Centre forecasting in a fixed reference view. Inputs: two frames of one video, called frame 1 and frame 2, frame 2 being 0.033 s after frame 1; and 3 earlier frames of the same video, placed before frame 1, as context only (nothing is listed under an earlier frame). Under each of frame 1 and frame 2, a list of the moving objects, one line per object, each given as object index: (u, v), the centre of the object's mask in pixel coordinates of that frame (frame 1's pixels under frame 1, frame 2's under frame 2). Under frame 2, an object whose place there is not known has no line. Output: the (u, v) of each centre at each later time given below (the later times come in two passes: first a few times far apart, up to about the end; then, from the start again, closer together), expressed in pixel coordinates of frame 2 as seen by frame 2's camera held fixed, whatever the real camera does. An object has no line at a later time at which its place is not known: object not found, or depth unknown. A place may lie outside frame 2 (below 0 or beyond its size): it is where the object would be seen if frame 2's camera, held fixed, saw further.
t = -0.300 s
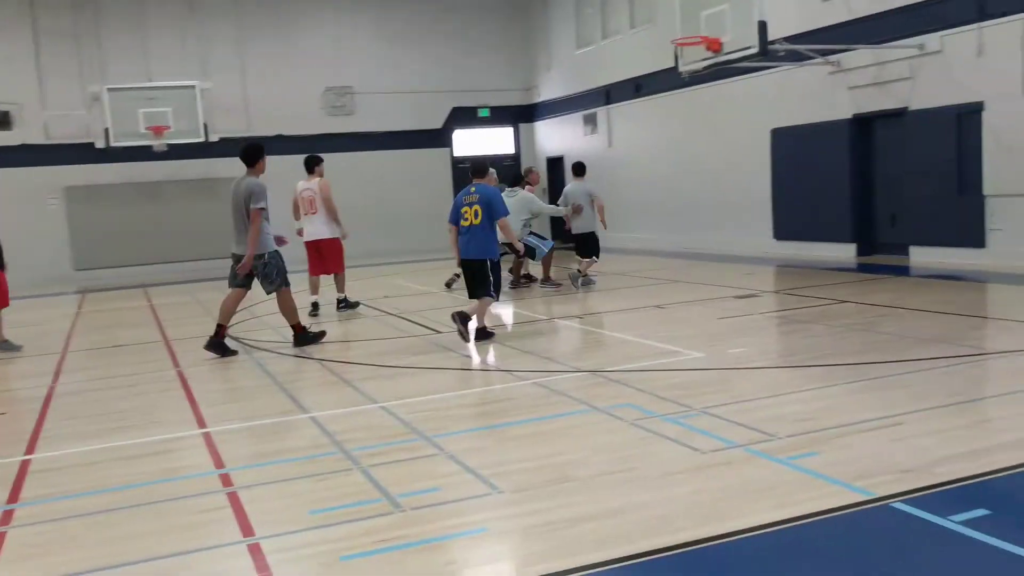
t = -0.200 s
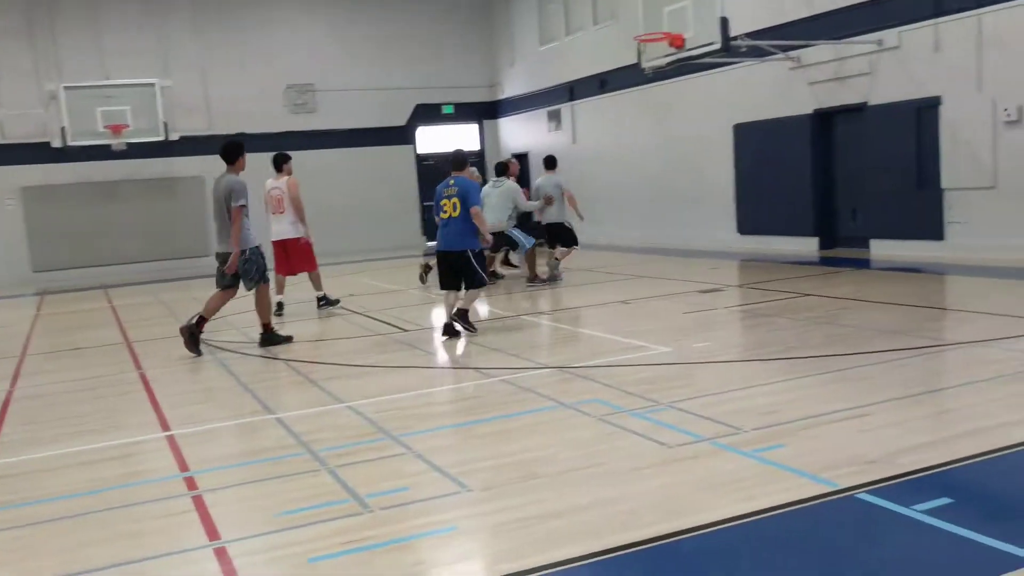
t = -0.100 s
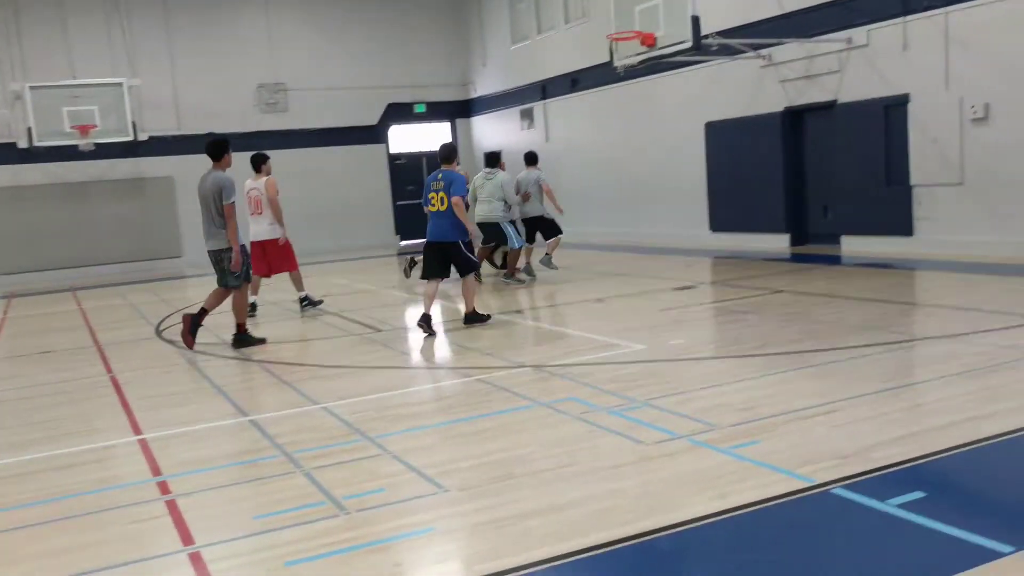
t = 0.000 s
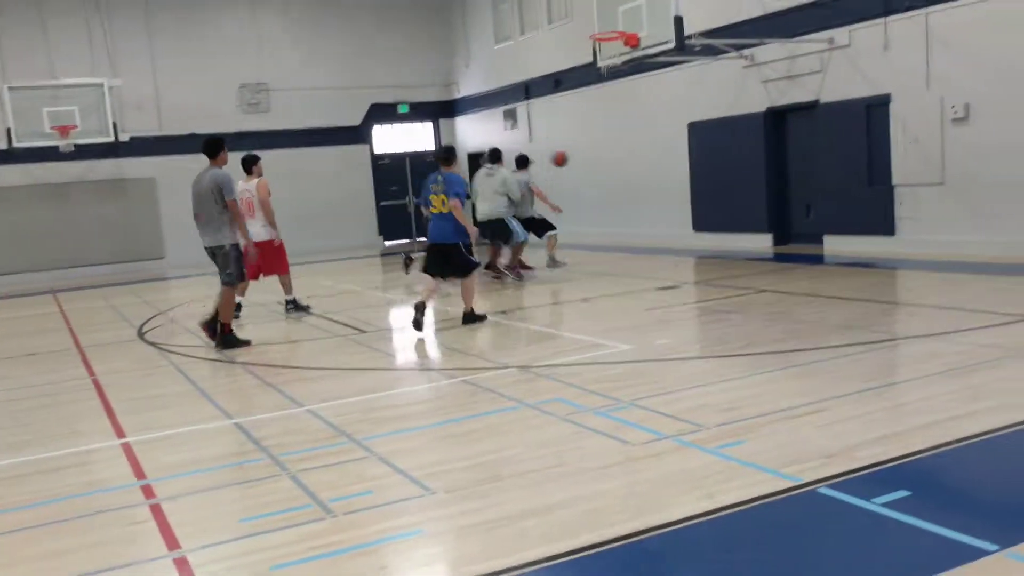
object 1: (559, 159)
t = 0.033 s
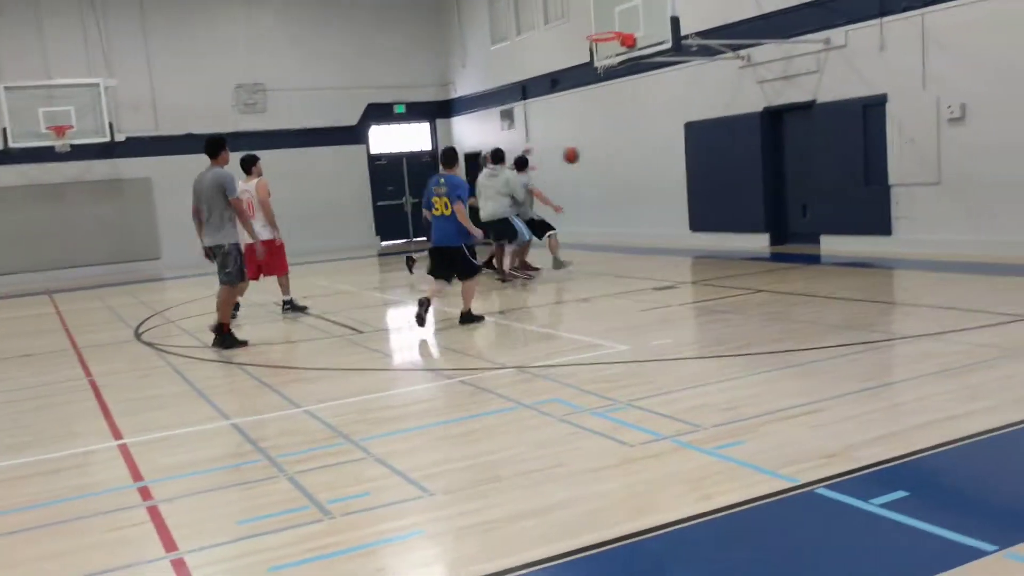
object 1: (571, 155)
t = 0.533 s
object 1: (826, 191)
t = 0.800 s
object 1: (955, 214)
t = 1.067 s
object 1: (986, 159)
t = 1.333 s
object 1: (989, 167)
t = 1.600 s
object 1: (994, 243)
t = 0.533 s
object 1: (826, 191)
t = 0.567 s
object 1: (846, 201)
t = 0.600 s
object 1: (865, 211)
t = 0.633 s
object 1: (885, 224)
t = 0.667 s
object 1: (906, 237)
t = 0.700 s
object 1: (926, 249)
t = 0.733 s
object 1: (936, 237)
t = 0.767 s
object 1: (945, 225)
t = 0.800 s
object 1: (955, 214)
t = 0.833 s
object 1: (965, 203)
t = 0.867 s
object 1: (974, 194)
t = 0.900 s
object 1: (985, 185)
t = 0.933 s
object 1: (988, 178)
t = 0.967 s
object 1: (988, 172)
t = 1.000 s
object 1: (987, 166)
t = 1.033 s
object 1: (986, 162)
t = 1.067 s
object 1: (986, 159)
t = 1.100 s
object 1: (987, 157)
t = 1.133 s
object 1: (987, 155)
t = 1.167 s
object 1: (987, 155)
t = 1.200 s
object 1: (988, 155)
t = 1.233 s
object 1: (988, 156)
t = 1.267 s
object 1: (988, 159)
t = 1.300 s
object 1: (989, 163)
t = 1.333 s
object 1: (989, 167)
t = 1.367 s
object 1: (990, 172)
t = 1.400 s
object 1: (990, 179)
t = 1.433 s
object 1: (990, 187)
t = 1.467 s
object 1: (991, 196)
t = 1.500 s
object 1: (992, 206)
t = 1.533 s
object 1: (992, 217)
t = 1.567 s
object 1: (992, 229)
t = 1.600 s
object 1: (994, 243)
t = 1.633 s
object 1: (994, 258)
